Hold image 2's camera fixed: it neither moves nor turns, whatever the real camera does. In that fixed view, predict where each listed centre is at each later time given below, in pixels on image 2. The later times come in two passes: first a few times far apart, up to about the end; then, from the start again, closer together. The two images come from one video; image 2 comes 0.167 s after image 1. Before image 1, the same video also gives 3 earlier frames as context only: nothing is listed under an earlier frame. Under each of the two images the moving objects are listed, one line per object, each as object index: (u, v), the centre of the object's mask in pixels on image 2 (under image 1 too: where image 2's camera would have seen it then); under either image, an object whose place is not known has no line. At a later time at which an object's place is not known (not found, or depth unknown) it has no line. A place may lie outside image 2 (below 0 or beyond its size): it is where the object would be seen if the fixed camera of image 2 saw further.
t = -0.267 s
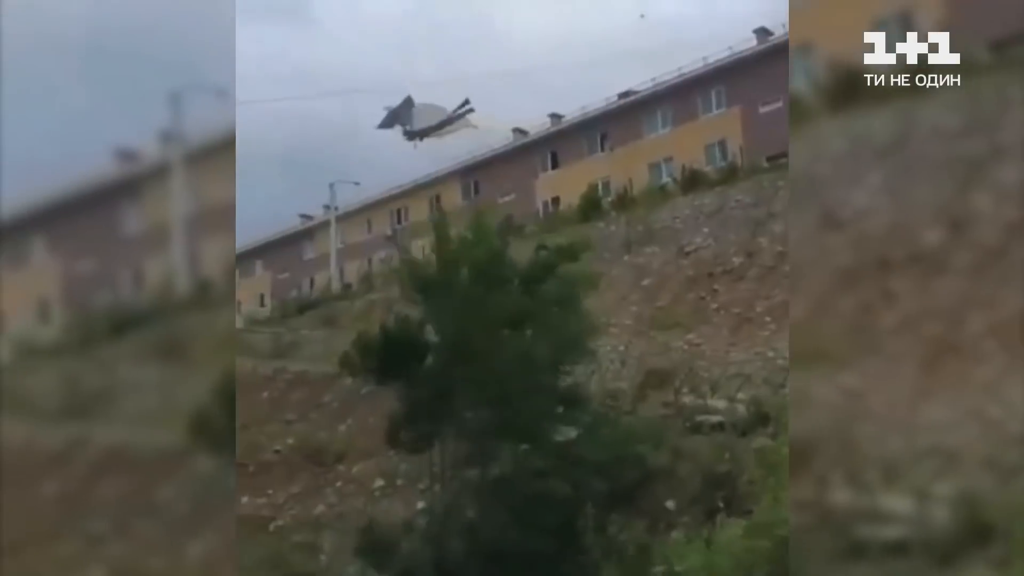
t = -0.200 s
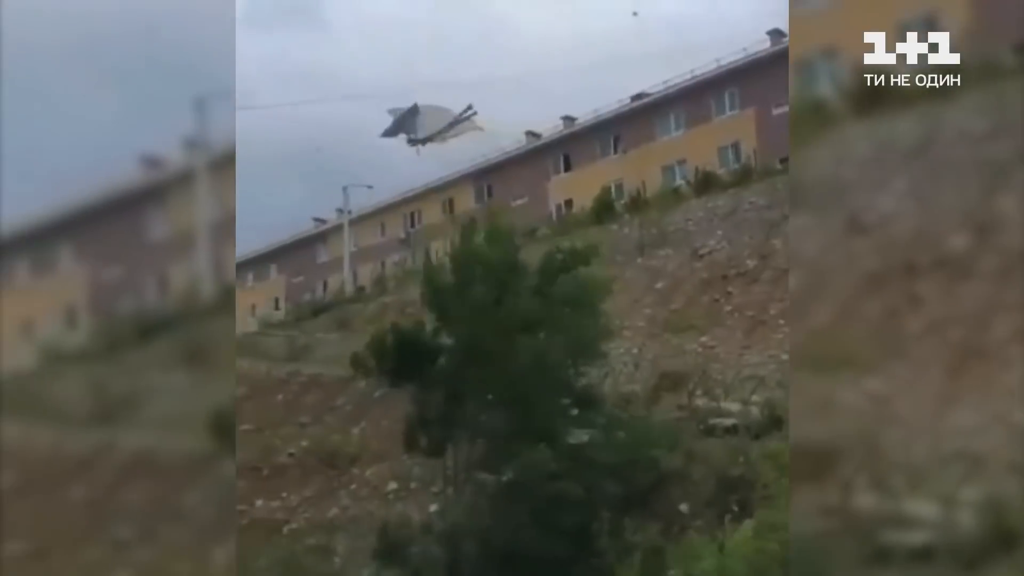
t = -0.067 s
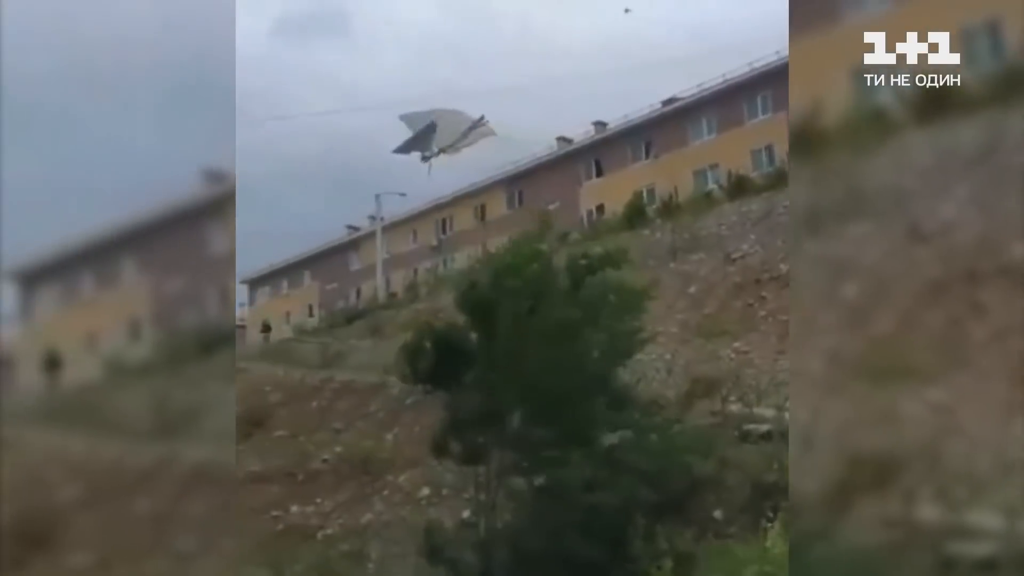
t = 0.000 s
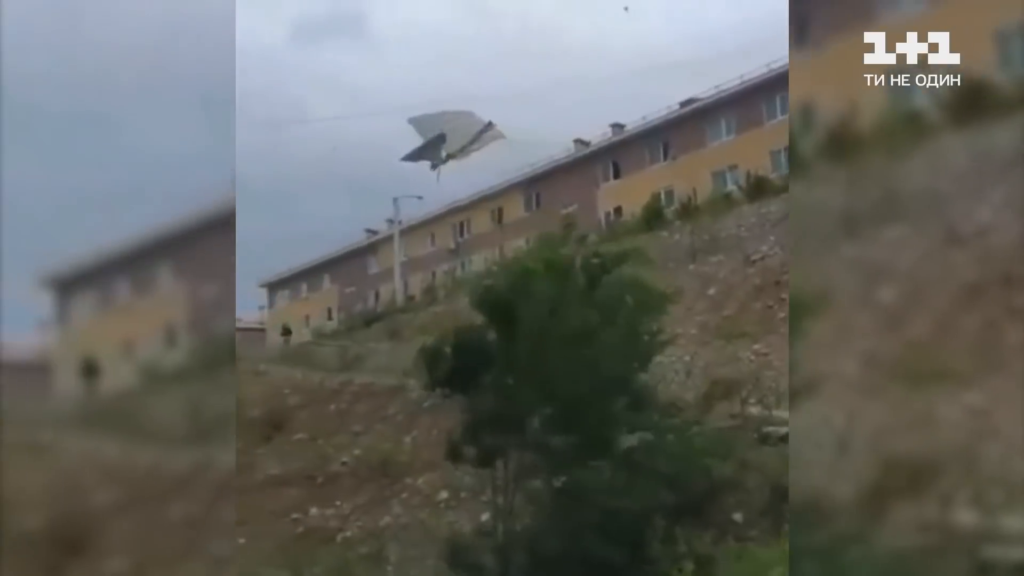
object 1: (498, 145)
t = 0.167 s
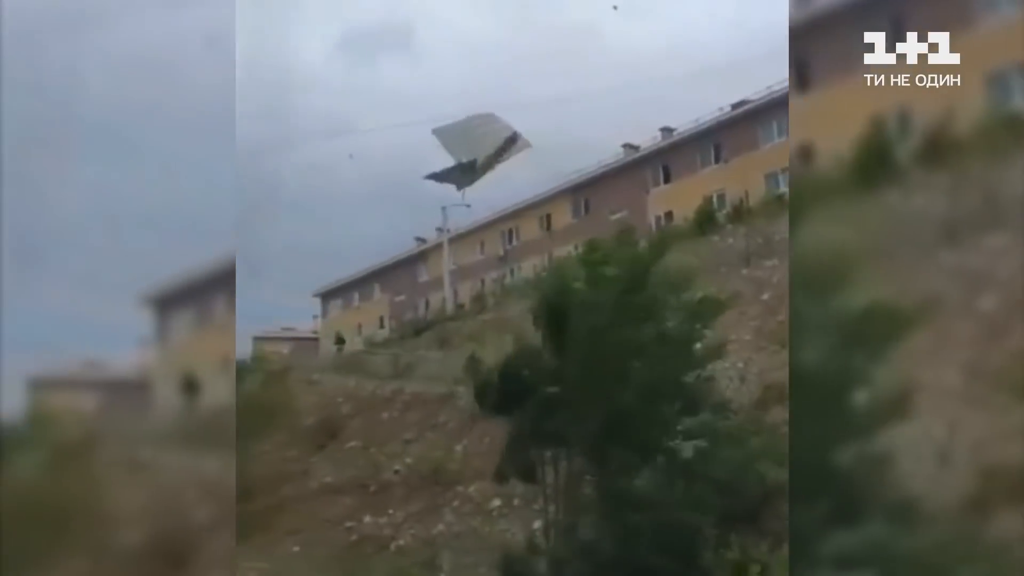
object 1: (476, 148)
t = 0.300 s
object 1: (457, 153)
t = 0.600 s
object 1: (417, 173)
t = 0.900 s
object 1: (379, 207)
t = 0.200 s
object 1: (471, 149)
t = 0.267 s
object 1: (462, 152)
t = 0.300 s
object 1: (457, 153)
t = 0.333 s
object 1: (453, 155)
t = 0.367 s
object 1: (448, 156)
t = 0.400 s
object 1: (444, 158)
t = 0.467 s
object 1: (435, 162)
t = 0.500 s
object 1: (430, 164)
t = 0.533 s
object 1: (426, 167)
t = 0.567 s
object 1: (421, 170)
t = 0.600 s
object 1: (417, 173)
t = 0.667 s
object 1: (408, 180)
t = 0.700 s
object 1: (403, 184)
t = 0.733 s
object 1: (399, 188)
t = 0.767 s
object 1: (395, 192)
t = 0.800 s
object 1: (391, 196)
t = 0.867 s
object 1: (383, 204)
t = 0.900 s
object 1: (379, 207)
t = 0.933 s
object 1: (375, 211)
